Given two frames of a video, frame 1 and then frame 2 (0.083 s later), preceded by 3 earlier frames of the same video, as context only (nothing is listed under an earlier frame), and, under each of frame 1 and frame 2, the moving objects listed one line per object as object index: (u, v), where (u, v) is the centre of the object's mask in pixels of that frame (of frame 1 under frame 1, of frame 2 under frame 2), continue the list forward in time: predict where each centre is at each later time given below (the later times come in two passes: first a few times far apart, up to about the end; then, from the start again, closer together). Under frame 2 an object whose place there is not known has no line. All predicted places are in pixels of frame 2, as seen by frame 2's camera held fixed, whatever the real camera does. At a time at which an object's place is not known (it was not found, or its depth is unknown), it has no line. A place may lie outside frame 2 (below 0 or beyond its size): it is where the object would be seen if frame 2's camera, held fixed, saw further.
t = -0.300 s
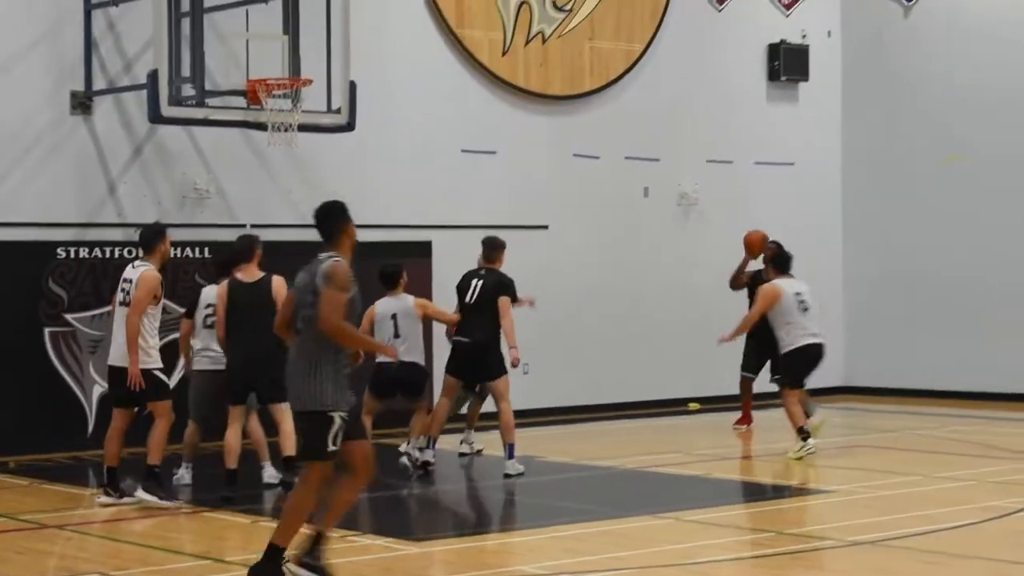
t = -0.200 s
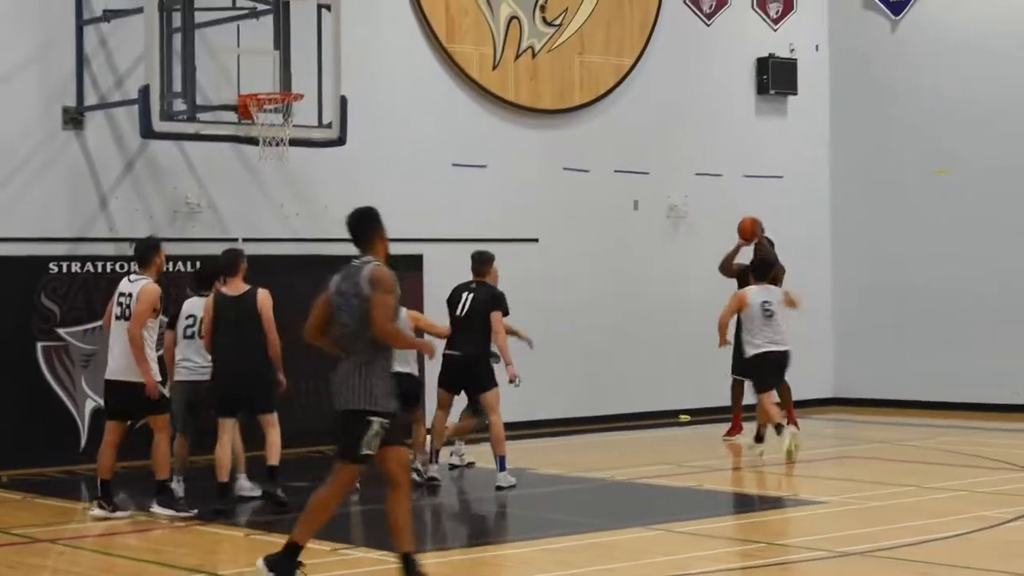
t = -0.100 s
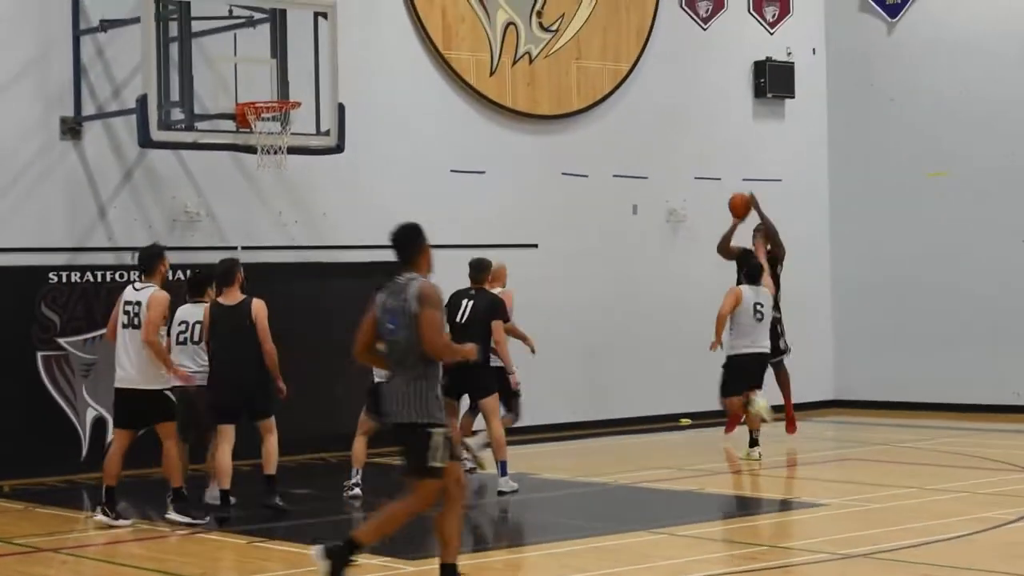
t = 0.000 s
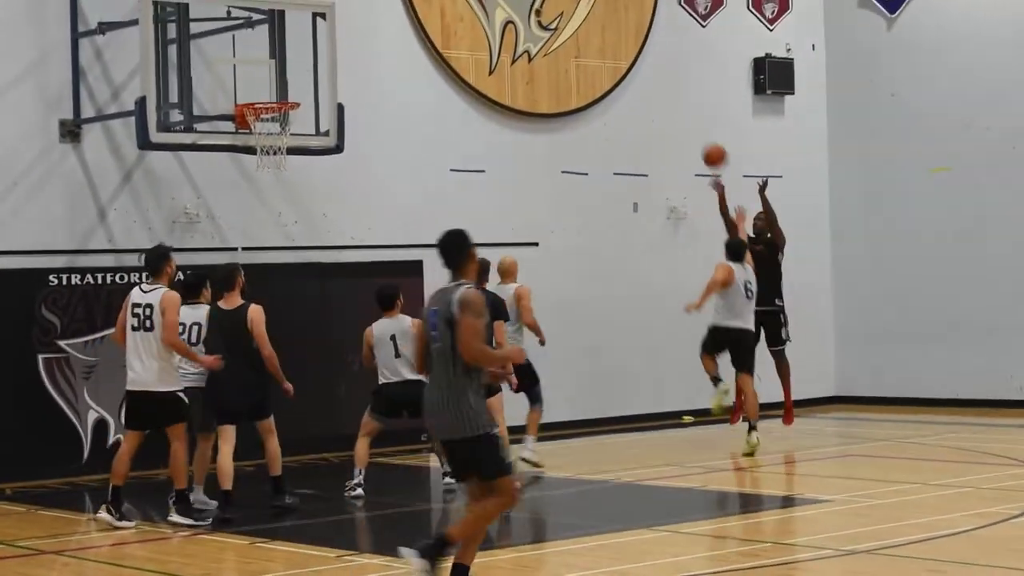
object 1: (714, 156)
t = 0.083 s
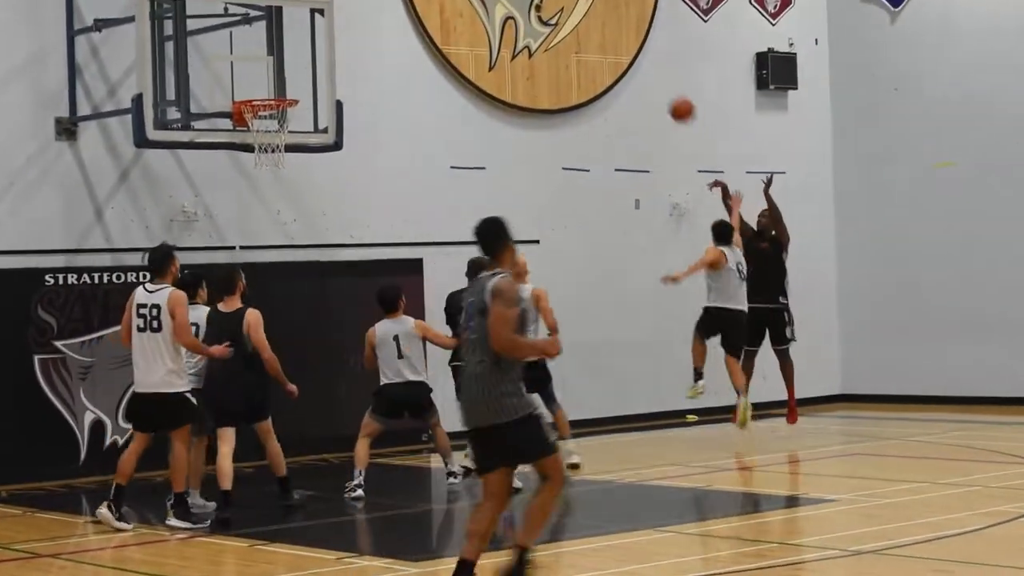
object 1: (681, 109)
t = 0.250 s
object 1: (609, 45)
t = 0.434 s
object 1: (528, 7)
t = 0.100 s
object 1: (674, 102)
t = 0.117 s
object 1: (667, 95)
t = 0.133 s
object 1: (660, 88)
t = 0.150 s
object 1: (653, 81)
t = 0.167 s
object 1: (646, 75)
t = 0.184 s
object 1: (638, 69)
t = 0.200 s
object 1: (630, 64)
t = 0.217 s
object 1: (623, 57)
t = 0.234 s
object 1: (615, 55)
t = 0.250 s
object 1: (609, 45)
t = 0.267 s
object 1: (601, 40)
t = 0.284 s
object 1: (592, 44)
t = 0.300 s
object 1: (586, 32)
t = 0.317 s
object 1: (579, 28)
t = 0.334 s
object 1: (571, 24)
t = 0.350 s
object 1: (564, 19)
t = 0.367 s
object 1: (556, 16)
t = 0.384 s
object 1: (550, 13)
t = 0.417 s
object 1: (534, 11)
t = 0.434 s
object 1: (528, 7)
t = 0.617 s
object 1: (441, 7)
